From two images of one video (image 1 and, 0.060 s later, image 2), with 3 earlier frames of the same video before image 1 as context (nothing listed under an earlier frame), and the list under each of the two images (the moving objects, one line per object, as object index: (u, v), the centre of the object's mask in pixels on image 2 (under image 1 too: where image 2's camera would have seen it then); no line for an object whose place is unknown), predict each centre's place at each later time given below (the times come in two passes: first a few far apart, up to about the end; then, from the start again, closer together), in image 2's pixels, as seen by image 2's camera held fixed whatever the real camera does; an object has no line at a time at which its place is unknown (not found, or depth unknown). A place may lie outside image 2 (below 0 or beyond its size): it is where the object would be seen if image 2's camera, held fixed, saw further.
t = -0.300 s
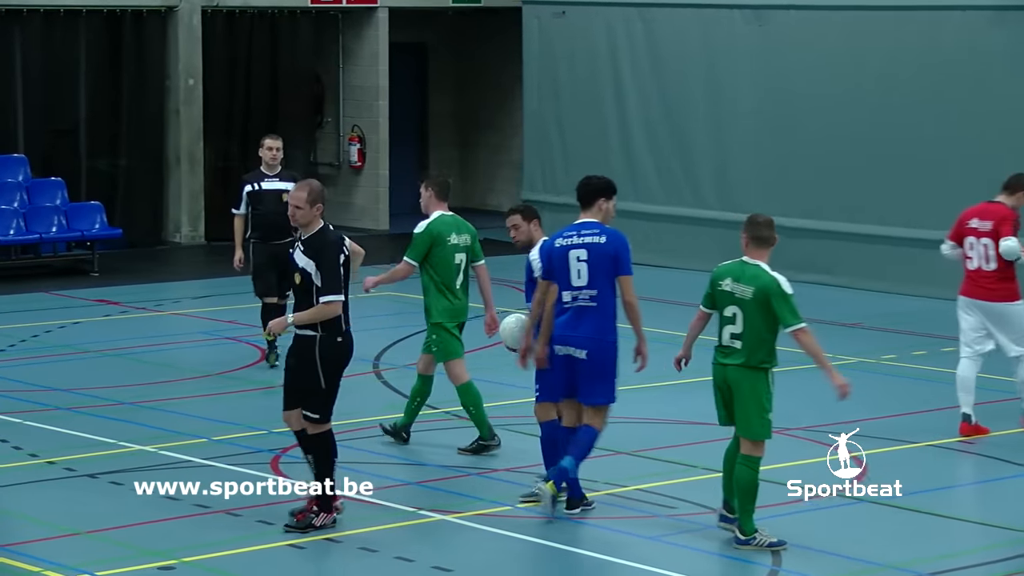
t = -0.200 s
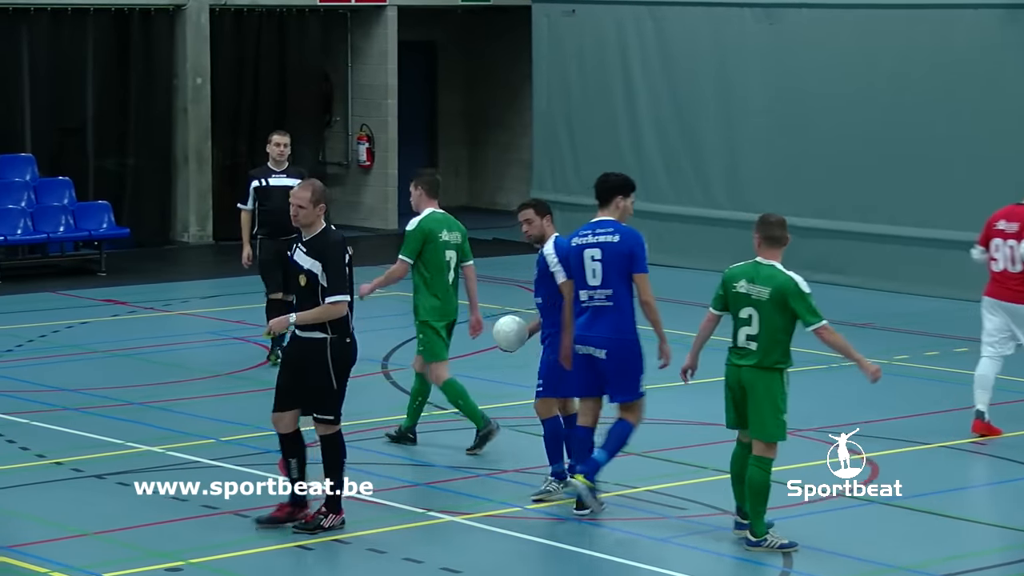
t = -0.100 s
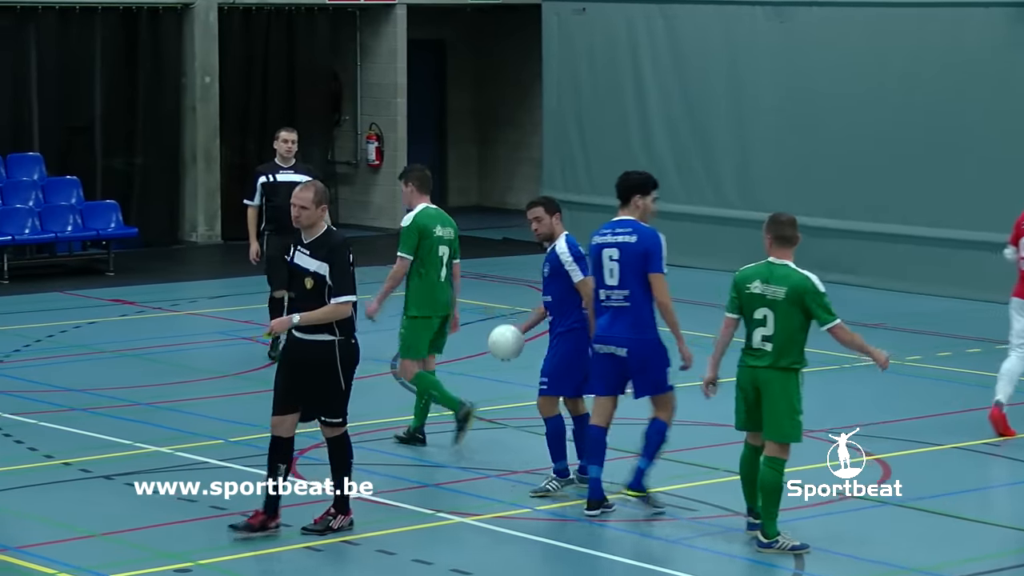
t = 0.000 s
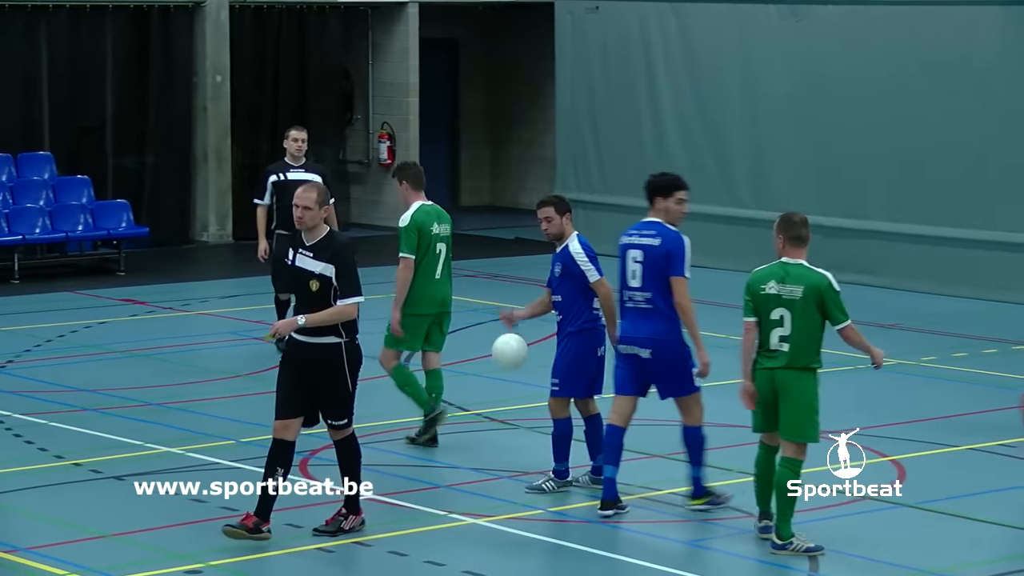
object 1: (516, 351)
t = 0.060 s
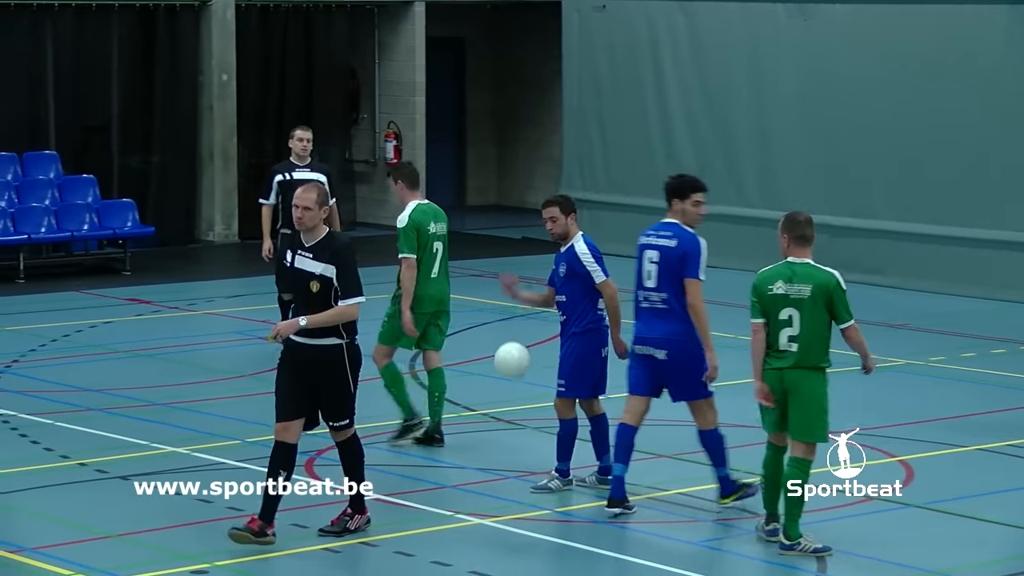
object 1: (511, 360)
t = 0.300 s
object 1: (493, 462)
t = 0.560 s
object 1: (472, 470)
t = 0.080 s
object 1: (510, 364)
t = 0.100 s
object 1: (509, 369)
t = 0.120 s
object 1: (507, 374)
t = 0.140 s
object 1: (505, 380)
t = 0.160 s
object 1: (504, 387)
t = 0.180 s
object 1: (502, 395)
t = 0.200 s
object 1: (501, 405)
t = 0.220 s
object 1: (500, 414)
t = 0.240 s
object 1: (498, 425)
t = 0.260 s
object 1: (495, 437)
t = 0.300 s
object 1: (493, 462)
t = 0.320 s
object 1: (492, 475)
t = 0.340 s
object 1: (490, 489)
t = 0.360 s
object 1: (489, 503)
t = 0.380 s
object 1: (487, 498)
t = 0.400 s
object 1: (485, 490)
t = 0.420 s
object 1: (483, 485)
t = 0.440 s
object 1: (482, 481)
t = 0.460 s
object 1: (480, 479)
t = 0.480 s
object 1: (479, 476)
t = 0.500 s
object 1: (477, 474)
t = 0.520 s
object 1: (475, 472)
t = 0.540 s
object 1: (474, 471)
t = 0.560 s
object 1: (472, 470)
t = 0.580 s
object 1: (471, 471)
